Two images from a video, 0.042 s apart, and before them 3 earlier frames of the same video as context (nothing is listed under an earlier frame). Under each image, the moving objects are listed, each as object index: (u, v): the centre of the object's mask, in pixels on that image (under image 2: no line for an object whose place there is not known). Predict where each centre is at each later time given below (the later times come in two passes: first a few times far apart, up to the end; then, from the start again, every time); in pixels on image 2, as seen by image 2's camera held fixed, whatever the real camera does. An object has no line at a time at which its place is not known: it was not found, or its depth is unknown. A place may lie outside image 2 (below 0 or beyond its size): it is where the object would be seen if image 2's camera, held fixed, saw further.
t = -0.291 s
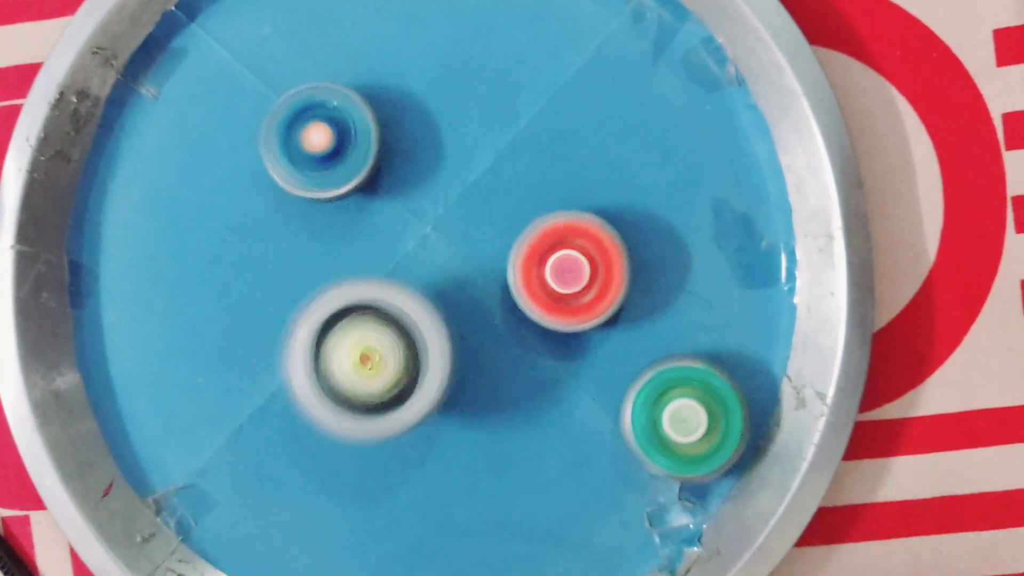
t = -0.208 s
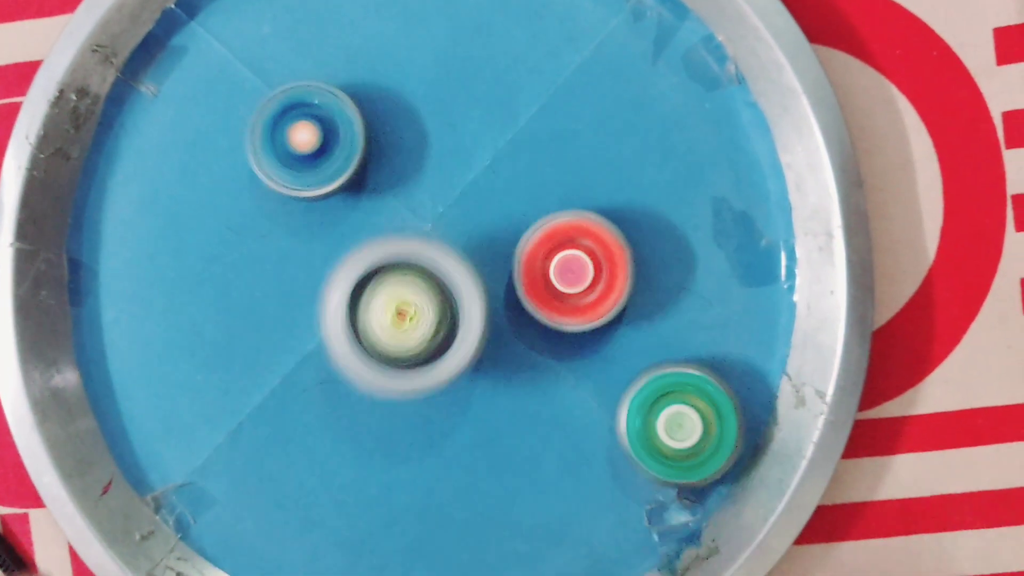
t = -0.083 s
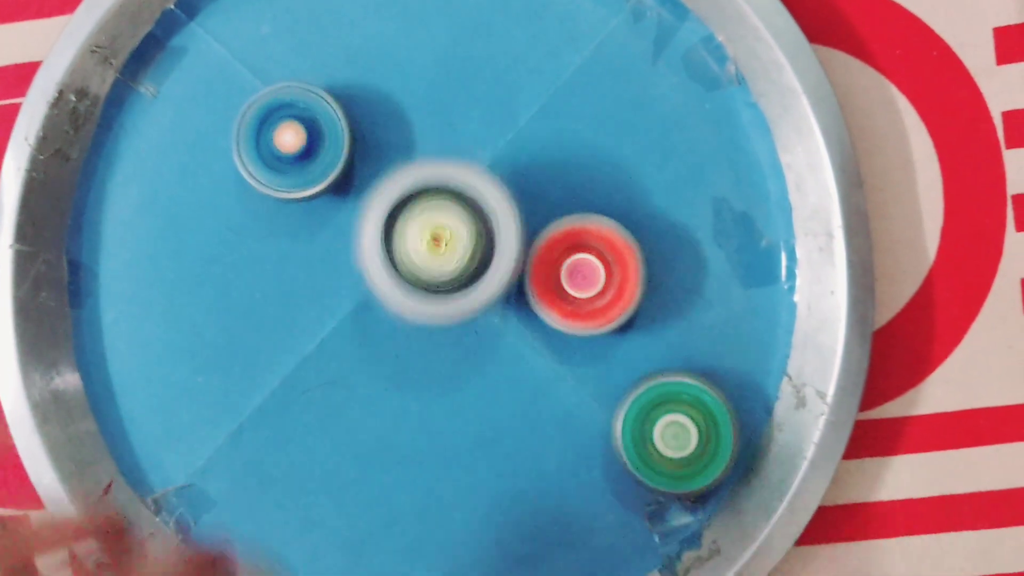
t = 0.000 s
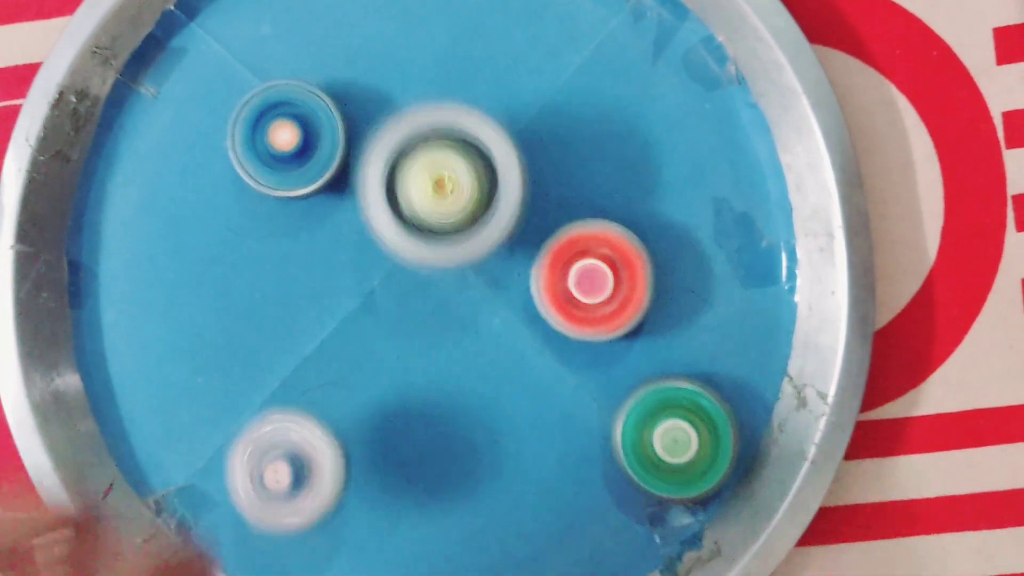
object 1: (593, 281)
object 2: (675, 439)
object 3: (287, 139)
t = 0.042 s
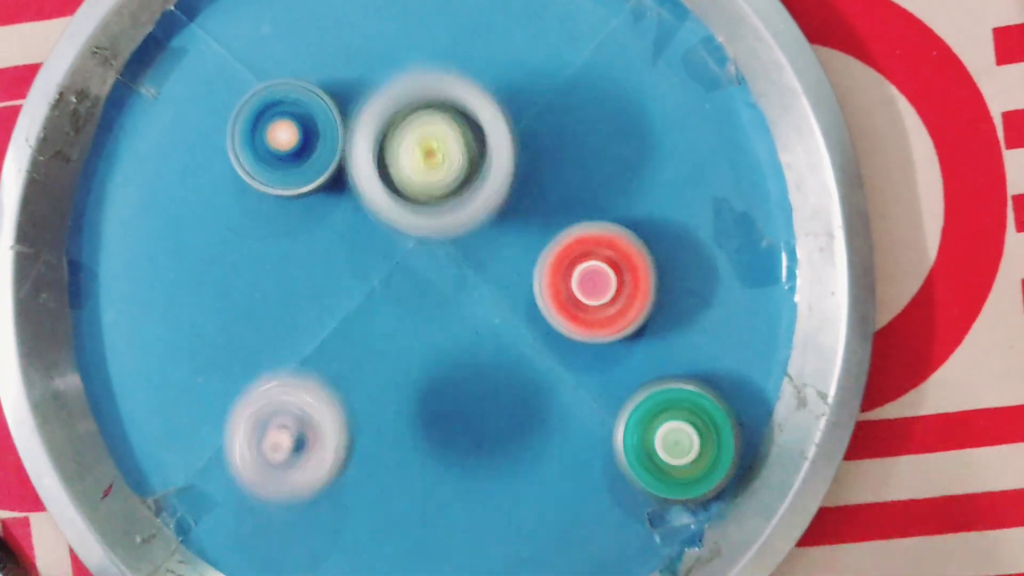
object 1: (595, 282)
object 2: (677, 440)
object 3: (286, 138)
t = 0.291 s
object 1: (623, 295)
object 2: (675, 437)
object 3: (294, 123)
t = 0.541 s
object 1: (643, 270)
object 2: (690, 478)
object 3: (322, 107)
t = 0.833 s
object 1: (627, 248)
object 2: (682, 444)
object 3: (334, 148)
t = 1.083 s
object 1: (612, 248)
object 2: (667, 405)
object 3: (347, 188)
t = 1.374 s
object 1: (596, 248)
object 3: (355, 242)
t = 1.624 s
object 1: (571, 247)
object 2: (658, 365)
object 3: (274, 75)
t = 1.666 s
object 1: (562, 250)
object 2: (655, 366)
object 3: (271, 68)
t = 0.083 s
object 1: (599, 284)
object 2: (677, 441)
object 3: (283, 136)
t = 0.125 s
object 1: (603, 286)
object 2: (677, 441)
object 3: (280, 137)
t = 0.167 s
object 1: (609, 289)
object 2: (677, 441)
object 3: (282, 136)
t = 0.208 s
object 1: (614, 292)
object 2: (677, 440)
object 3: (287, 131)
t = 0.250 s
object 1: (618, 294)
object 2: (676, 438)
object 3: (291, 126)
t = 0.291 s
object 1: (623, 295)
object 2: (675, 437)
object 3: (294, 123)
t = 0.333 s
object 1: (627, 296)
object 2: (675, 435)
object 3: (295, 119)
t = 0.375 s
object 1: (631, 297)
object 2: (675, 431)
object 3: (301, 117)
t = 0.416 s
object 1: (636, 298)
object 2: (675, 427)
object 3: (307, 115)
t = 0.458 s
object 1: (640, 294)
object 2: (676, 437)
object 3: (312, 113)
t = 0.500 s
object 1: (642, 277)
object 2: (683, 467)
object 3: (316, 110)
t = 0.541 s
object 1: (643, 270)
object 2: (690, 478)
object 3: (322, 107)
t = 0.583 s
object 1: (642, 265)
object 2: (688, 473)
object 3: (326, 105)
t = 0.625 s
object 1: (640, 261)
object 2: (689, 466)
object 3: (330, 107)
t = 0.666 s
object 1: (636, 258)
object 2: (688, 460)
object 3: (324, 122)
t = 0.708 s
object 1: (634, 253)
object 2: (688, 457)
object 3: (325, 129)
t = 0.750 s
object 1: (632, 252)
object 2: (687, 453)
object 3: (328, 135)
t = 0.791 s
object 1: (629, 250)
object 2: (685, 449)
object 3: (331, 141)
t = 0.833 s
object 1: (627, 248)
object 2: (682, 444)
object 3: (334, 148)
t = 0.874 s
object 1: (625, 246)
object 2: (679, 439)
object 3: (337, 155)
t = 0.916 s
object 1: (623, 246)
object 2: (675, 433)
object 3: (341, 162)
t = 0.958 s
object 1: (621, 245)
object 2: (673, 426)
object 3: (343, 168)
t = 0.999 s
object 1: (619, 245)
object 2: (670, 420)
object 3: (344, 175)
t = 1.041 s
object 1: (615, 246)
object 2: (669, 413)
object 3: (345, 181)
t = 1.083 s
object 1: (612, 248)
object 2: (667, 405)
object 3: (347, 188)
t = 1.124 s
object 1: (611, 250)
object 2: (665, 397)
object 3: (348, 196)
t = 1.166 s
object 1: (611, 252)
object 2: (663, 389)
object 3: (350, 204)
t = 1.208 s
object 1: (608, 253)
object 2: (661, 379)
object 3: (350, 212)
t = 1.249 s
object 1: (607, 253)
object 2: (662, 373)
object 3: (352, 220)
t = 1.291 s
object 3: (353, 227)
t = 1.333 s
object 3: (354, 234)
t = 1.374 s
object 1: (596, 248)
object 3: (355, 242)
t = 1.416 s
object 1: (592, 245)
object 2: (683, 365)
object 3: (355, 248)
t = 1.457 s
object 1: (588, 245)
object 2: (682, 369)
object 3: (333, 207)
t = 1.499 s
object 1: (585, 246)
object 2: (665, 379)
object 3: (306, 152)
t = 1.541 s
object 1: (581, 245)
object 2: (656, 380)
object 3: (287, 110)
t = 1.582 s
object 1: (577, 246)
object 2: (656, 374)
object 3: (277, 85)
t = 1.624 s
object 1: (571, 247)
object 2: (658, 365)
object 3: (274, 75)
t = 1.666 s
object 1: (562, 250)
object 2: (655, 366)
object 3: (271, 68)
